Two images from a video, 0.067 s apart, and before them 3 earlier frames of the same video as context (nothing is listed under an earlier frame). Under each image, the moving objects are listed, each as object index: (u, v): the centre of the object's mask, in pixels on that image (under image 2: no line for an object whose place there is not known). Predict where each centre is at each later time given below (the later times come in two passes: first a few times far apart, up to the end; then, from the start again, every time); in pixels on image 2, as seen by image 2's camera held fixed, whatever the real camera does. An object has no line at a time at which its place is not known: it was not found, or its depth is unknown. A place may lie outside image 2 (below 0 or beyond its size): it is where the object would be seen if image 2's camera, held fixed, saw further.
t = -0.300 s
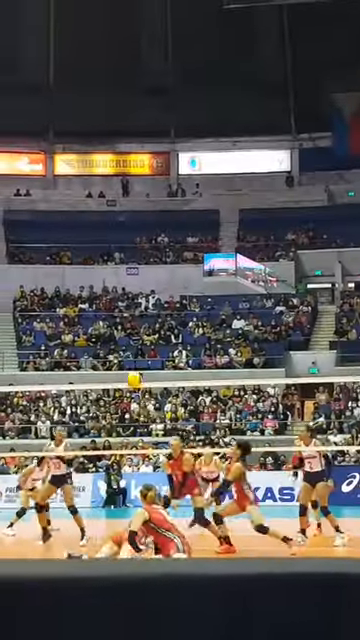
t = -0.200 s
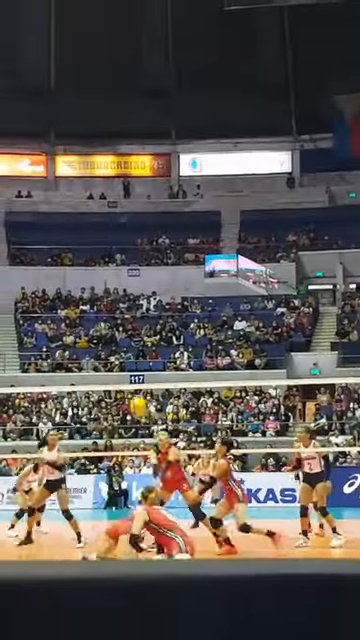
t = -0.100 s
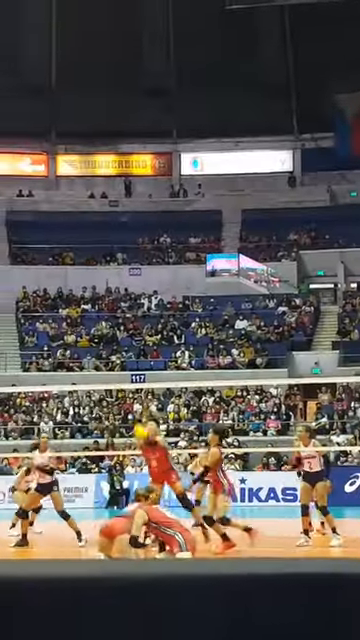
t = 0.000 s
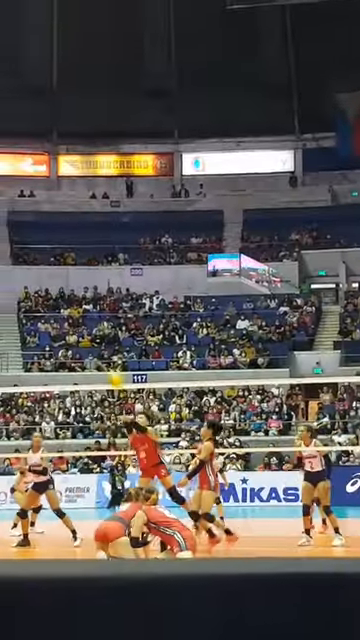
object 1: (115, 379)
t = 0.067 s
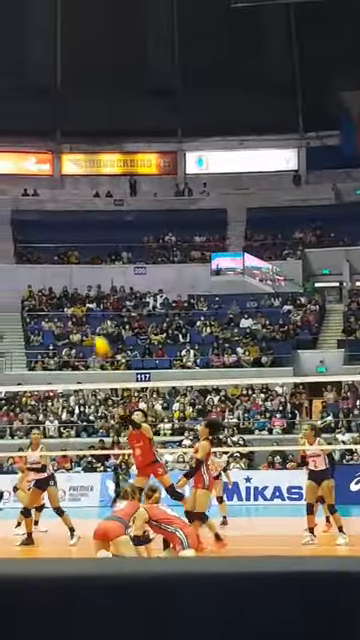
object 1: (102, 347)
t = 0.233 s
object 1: (68, 285)
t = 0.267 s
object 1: (61, 273)
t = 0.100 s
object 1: (92, 331)
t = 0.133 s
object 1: (85, 318)
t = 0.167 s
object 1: (81, 306)
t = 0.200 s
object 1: (76, 294)
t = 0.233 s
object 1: (68, 285)
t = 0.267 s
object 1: (61, 273)
